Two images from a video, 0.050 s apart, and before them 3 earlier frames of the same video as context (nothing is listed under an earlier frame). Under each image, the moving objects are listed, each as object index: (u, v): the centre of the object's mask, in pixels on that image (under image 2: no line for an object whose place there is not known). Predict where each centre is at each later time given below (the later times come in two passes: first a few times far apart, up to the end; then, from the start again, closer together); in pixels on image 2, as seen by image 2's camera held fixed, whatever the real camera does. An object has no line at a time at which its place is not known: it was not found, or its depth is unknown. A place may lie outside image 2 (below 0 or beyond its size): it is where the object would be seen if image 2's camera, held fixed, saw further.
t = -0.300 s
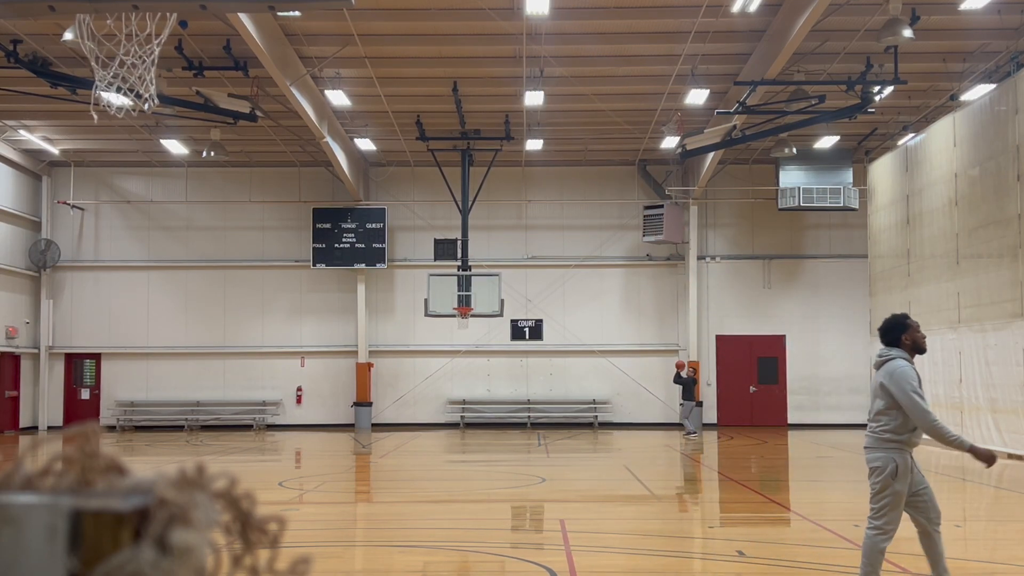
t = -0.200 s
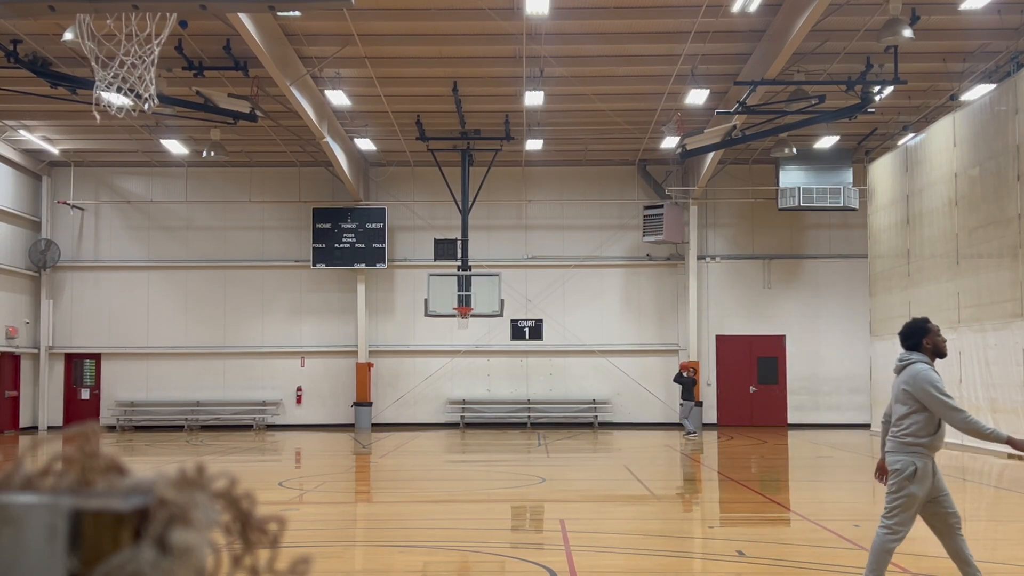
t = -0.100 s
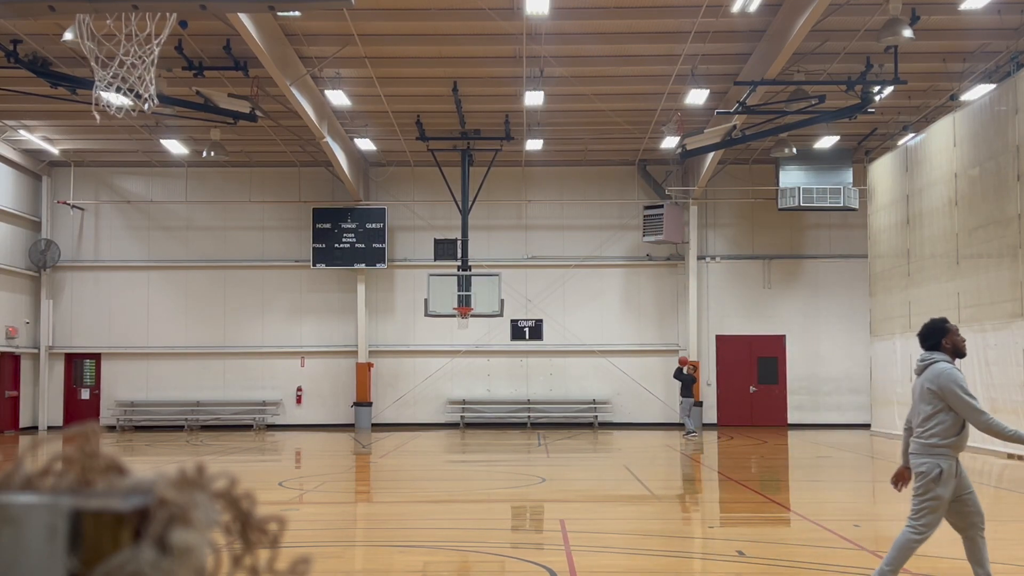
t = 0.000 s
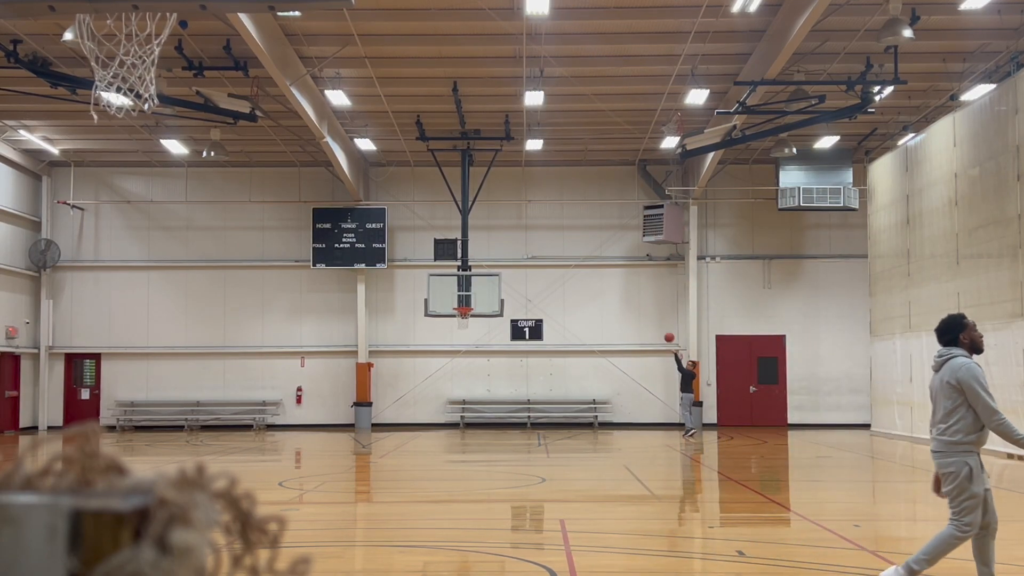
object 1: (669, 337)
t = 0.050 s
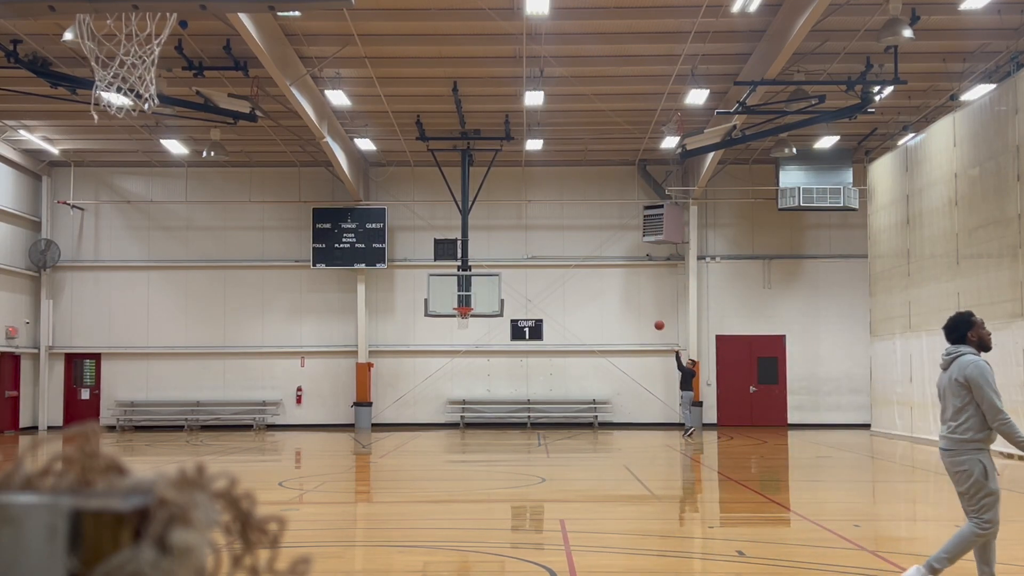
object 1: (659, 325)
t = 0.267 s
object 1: (617, 284)
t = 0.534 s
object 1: (567, 261)
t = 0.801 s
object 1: (519, 266)
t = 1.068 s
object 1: (472, 299)
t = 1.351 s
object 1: (444, 303)
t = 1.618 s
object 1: (420, 330)
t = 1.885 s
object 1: (396, 385)
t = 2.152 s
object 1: (374, 408)
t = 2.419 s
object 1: (350, 369)
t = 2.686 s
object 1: (327, 358)
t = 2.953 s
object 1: (303, 377)
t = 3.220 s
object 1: (280, 423)
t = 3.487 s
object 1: (260, 399)
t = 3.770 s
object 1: (238, 387)
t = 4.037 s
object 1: (218, 406)
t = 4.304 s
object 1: (199, 419)
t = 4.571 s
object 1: (180, 403)
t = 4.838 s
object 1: (161, 416)
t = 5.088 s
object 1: (144, 419)
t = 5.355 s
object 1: (127, 413)
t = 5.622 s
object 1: (110, 428)
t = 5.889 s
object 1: (94, 418)
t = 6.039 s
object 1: (90, 420)
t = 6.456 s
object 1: (60, 424)
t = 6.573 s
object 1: (53, 429)
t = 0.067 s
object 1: (656, 321)
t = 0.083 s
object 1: (652, 317)
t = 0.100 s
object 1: (649, 314)
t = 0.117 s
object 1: (646, 310)
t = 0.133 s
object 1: (643, 307)
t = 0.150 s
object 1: (639, 303)
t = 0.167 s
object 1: (636, 300)
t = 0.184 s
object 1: (633, 297)
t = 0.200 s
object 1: (630, 294)
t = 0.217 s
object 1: (627, 292)
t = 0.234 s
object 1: (623, 289)
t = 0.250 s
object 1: (620, 286)
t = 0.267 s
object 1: (617, 284)
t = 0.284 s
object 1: (614, 282)
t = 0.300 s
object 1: (611, 279)
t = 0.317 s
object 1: (608, 277)
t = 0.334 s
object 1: (604, 275)
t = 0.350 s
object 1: (601, 273)
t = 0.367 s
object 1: (598, 272)
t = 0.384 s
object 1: (595, 271)
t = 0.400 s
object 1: (592, 269)
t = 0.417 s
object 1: (589, 268)
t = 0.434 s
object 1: (585, 266)
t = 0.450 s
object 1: (583, 265)
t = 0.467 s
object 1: (579, 264)
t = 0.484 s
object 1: (576, 263)
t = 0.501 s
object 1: (573, 262)
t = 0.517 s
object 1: (570, 261)
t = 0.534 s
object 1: (567, 261)
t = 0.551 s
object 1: (564, 260)
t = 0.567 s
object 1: (561, 260)
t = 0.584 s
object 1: (558, 260)
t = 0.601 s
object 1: (555, 259)
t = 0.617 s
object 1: (552, 260)
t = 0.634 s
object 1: (549, 260)
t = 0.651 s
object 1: (546, 260)
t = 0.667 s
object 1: (543, 260)
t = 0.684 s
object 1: (540, 260)
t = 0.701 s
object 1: (537, 260)
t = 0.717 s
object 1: (534, 261)
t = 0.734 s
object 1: (531, 262)
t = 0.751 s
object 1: (528, 262)
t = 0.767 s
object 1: (525, 263)
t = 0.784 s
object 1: (522, 265)
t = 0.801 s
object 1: (519, 266)
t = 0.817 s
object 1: (516, 267)
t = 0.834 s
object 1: (513, 269)
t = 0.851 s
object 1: (510, 270)
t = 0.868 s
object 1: (507, 272)
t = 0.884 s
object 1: (504, 274)
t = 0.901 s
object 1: (501, 275)
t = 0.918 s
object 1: (498, 277)
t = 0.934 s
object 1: (495, 279)
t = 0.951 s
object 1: (492, 281)
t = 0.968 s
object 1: (489, 284)
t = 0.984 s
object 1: (487, 286)
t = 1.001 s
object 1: (484, 288)
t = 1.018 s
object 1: (481, 291)
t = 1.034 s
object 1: (478, 293)
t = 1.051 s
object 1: (475, 296)
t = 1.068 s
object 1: (472, 299)
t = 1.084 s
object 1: (469, 302)
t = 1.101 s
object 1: (467, 303)
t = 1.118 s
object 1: (465, 303)
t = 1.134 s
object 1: (464, 302)
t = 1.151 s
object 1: (462, 302)
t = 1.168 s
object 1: (461, 301)
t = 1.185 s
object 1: (459, 301)
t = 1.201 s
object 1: (457, 301)
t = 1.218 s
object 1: (456, 301)
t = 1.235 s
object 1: (455, 301)
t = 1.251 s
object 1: (453, 301)
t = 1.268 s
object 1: (451, 301)
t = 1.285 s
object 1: (450, 301)
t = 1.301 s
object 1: (448, 301)
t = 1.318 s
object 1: (447, 302)
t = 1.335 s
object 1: (445, 303)
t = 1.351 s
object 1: (444, 303)
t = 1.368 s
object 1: (442, 304)
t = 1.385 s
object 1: (441, 305)
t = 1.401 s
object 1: (439, 306)
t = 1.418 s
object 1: (438, 308)
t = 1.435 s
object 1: (436, 309)
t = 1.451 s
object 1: (434, 310)
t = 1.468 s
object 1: (433, 311)
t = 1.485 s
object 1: (431, 313)
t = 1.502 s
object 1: (430, 315)
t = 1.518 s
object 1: (429, 317)
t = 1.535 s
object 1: (427, 319)
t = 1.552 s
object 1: (426, 321)
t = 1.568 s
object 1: (424, 323)
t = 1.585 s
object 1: (423, 326)
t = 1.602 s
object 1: (421, 328)
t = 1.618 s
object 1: (420, 330)
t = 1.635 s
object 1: (418, 333)
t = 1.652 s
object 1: (417, 336)
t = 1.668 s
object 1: (415, 339)
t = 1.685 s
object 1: (414, 342)
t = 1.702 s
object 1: (412, 344)
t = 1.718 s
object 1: (411, 348)
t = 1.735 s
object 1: (409, 351)
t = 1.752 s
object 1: (408, 355)
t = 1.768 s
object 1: (406, 358)
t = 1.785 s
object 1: (405, 362)
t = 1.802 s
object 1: (404, 365)
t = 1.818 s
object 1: (402, 369)
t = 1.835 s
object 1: (401, 373)
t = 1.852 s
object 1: (399, 377)
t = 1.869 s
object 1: (398, 381)
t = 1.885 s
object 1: (396, 385)
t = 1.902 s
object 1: (395, 390)
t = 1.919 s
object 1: (394, 394)
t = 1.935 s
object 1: (392, 394)
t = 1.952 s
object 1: (391, 403)
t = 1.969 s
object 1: (390, 408)
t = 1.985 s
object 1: (388, 413)
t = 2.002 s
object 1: (386, 418)
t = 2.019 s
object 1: (385, 423)
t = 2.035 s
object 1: (384, 428)
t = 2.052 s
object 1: (382, 430)
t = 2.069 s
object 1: (381, 427)
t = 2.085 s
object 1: (379, 422)
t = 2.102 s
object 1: (377, 419)
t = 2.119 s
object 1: (376, 415)
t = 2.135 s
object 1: (375, 411)
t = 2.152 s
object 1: (374, 408)
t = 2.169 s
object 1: (372, 405)
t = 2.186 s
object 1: (371, 402)
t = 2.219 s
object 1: (368, 397)
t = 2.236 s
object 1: (366, 397)
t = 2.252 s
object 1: (364, 391)
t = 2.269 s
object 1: (362, 389)
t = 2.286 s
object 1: (362, 387)
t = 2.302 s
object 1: (361, 385)
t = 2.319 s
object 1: (358, 381)
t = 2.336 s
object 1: (357, 379)
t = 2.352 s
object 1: (355, 376)
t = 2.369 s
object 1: (354, 374)
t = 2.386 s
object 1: (353, 372)
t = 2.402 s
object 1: (351, 371)
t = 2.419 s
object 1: (350, 369)
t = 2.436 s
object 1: (349, 368)
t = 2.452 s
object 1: (347, 366)
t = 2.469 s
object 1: (346, 365)
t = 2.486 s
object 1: (344, 364)
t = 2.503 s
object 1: (343, 363)
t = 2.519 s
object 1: (341, 362)
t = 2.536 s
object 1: (339, 361)
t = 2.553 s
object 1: (338, 360)
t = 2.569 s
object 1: (337, 360)
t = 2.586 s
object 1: (335, 359)
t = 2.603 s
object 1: (334, 359)
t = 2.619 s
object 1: (332, 359)
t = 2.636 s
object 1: (331, 358)
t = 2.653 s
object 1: (329, 358)
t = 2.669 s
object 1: (328, 358)
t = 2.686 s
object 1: (327, 358)
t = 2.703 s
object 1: (325, 359)
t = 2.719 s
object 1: (323, 359)
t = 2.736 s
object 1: (322, 360)
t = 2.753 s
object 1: (321, 360)
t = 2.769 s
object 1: (319, 361)
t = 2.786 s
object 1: (318, 362)
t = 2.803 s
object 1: (316, 363)
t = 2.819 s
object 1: (315, 364)
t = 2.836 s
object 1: (313, 366)
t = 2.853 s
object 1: (312, 367)
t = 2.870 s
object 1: (310, 368)
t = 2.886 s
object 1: (309, 370)
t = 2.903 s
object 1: (307, 371)
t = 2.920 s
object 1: (306, 373)
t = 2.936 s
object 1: (305, 375)
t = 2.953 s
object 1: (303, 377)
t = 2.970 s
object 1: (302, 379)
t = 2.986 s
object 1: (300, 381)
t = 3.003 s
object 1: (299, 384)
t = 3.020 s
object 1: (298, 386)
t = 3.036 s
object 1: (296, 389)
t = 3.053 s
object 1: (295, 391)
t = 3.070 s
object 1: (293, 394)
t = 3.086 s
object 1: (291, 397)
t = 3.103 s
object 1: (290, 400)
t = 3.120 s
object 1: (289, 403)
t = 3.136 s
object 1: (287, 406)
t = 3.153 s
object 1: (286, 409)
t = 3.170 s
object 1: (285, 412)
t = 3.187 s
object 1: (283, 415)
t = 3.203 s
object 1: (281, 419)
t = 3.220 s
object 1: (280, 423)
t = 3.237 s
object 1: (279, 427)
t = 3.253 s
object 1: (277, 430)
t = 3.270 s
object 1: (276, 429)
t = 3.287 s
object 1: (275, 426)
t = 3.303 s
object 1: (274, 423)
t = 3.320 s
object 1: (273, 421)
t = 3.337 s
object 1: (271, 418)
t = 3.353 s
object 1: (270, 415)
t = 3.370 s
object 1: (269, 413)
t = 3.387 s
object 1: (267, 411)
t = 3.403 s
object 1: (266, 408)
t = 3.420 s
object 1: (265, 406)
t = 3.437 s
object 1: (264, 404)
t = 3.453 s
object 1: (262, 403)
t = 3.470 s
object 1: (261, 401)
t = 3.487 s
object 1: (260, 399)
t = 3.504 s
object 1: (259, 397)
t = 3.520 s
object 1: (258, 396)
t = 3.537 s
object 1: (256, 395)
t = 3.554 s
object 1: (255, 393)
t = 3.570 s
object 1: (253, 392)
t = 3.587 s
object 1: (252, 391)
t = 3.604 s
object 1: (251, 390)
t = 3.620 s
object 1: (250, 389)
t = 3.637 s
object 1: (248, 389)
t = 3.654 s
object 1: (247, 388)
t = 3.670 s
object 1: (246, 388)
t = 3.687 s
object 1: (245, 388)
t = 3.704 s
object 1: (244, 387)
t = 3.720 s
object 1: (242, 387)
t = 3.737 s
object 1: (241, 387)
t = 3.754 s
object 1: (239, 387)
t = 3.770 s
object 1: (238, 387)
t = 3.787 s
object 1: (237, 388)
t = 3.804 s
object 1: (236, 388)
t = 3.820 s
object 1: (234, 389)
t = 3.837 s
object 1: (233, 390)
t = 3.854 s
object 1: (232, 390)
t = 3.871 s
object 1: (231, 391)
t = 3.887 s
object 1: (229, 392)
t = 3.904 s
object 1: (228, 393)
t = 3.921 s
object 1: (227, 395)
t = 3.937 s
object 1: (225, 396)
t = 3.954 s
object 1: (224, 397)
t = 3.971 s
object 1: (223, 399)
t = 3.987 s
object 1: (222, 400)
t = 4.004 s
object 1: (220, 402)
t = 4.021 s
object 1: (219, 404)
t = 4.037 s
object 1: (218, 406)
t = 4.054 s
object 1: (217, 408)
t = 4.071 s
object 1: (215, 410)
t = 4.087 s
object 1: (214, 412)
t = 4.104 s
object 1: (213, 415)
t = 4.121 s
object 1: (212, 417)
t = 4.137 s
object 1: (210, 420)
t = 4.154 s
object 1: (209, 423)
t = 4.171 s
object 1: (208, 426)
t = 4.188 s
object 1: (207, 428)
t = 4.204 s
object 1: (205, 431)
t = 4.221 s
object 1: (204, 429)
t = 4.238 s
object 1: (203, 427)
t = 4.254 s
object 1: (202, 425)
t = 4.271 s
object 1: (201, 423)
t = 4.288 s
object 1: (200, 421)
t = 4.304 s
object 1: (199, 419)
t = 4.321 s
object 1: (197, 417)
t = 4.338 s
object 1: (196, 415)
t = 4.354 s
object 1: (195, 414)
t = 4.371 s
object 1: (194, 412)
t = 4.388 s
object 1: (192, 411)
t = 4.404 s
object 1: (191, 409)
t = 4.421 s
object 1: (190, 409)
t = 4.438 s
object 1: (189, 407)
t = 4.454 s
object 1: (188, 406)
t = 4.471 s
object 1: (187, 405)
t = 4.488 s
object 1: (186, 405)
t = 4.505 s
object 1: (184, 404)
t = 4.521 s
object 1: (183, 404)
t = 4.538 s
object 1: (182, 403)
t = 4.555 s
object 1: (181, 403)
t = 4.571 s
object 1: (180, 403)
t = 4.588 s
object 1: (178, 403)
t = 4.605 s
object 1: (177, 403)
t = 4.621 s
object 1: (176, 403)
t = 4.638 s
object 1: (175, 404)
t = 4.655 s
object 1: (174, 404)
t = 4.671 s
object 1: (173, 404)
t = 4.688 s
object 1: (171, 405)
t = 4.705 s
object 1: (170, 406)
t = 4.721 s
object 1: (169, 407)
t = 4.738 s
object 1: (168, 408)
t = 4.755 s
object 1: (167, 409)
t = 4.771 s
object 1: (166, 410)
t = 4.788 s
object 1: (164, 411)
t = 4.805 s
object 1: (163, 412)
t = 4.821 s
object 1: (162, 414)
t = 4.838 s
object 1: (161, 416)
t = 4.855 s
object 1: (160, 417)
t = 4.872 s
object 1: (159, 419)
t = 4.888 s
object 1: (157, 421)
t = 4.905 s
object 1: (156, 423)
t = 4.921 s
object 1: (155, 425)
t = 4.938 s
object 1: (154, 428)
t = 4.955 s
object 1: (153, 430)
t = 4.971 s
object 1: (151, 430)
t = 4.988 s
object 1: (151, 429)
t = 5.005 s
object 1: (150, 427)
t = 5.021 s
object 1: (149, 425)
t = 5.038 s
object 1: (148, 424)
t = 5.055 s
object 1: (146, 422)
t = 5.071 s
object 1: (146, 421)
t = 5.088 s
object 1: (144, 419)
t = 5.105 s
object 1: (143, 418)
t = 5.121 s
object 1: (142, 417)
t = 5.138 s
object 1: (141, 416)
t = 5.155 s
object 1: (140, 416)
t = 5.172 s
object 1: (139, 415)
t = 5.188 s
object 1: (138, 414)
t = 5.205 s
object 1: (136, 413)
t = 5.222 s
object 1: (135, 413)
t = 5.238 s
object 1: (134, 413)
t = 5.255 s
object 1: (133, 412)
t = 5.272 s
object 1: (132, 412)
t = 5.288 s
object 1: (131, 412)
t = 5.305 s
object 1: (130, 412)
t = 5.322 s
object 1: (129, 412)
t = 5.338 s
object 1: (129, 413)
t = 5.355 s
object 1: (127, 413)
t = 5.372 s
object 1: (126, 414)
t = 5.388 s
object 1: (125, 415)
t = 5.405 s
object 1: (124, 415)
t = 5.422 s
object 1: (123, 416)
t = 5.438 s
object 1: (122, 417)
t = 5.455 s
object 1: (121, 418)
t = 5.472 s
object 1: (119, 419)
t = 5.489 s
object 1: (118, 421)
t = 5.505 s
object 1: (118, 422)
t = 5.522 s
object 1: (116, 424)
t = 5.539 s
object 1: (115, 426)
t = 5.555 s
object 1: (114, 427)
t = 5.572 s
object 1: (113, 429)
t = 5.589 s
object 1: (112, 430)
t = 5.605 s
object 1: (111, 430)
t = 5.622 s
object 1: (110, 428)
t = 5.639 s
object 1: (111, 428)
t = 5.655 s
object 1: (109, 427)
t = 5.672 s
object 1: (108, 425)
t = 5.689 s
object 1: (106, 423)
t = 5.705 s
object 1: (105, 422)
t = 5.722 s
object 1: (104, 421)
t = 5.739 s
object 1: (103, 421)
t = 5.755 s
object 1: (102, 420)
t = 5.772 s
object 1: (101, 419)
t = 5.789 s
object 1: (100, 419)
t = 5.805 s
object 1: (99, 418)
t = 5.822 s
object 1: (98, 418)
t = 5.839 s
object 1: (97, 417)
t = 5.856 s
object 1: (96, 418)
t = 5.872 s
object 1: (95, 418)
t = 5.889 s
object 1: (94, 418)
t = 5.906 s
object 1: (93, 418)
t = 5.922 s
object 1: (92, 419)
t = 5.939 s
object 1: (91, 419)
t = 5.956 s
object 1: (90, 420)
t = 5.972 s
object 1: (89, 420)
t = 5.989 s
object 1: (88, 420)
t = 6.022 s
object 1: (92, 421)
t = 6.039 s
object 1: (90, 420)
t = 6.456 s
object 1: (60, 424)
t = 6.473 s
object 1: (59, 425)
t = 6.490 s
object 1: (58, 426)
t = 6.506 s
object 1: (57, 427)
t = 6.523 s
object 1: (55, 428)
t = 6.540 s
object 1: (55, 429)
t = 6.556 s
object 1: (53, 430)
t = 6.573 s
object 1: (53, 429)
